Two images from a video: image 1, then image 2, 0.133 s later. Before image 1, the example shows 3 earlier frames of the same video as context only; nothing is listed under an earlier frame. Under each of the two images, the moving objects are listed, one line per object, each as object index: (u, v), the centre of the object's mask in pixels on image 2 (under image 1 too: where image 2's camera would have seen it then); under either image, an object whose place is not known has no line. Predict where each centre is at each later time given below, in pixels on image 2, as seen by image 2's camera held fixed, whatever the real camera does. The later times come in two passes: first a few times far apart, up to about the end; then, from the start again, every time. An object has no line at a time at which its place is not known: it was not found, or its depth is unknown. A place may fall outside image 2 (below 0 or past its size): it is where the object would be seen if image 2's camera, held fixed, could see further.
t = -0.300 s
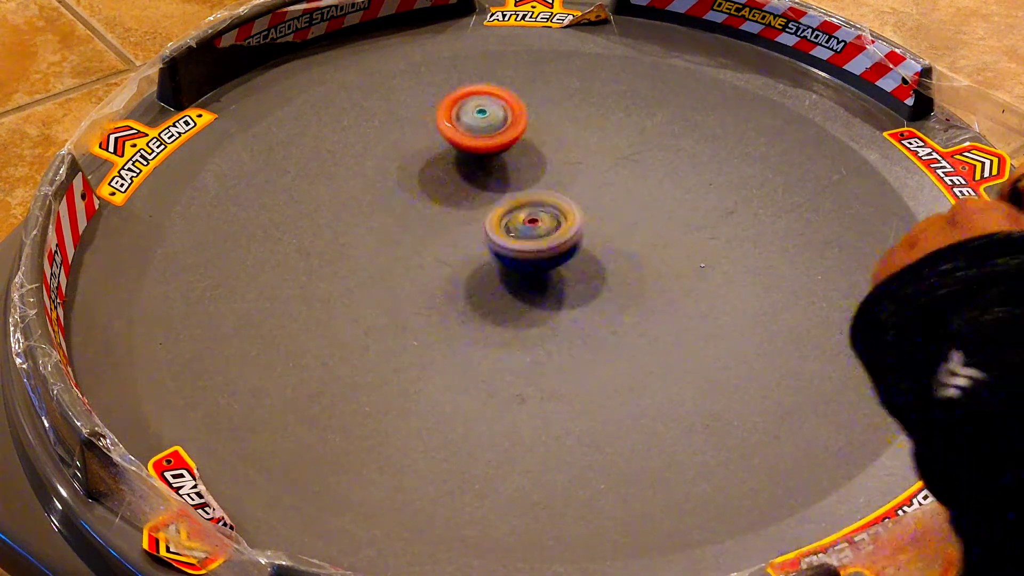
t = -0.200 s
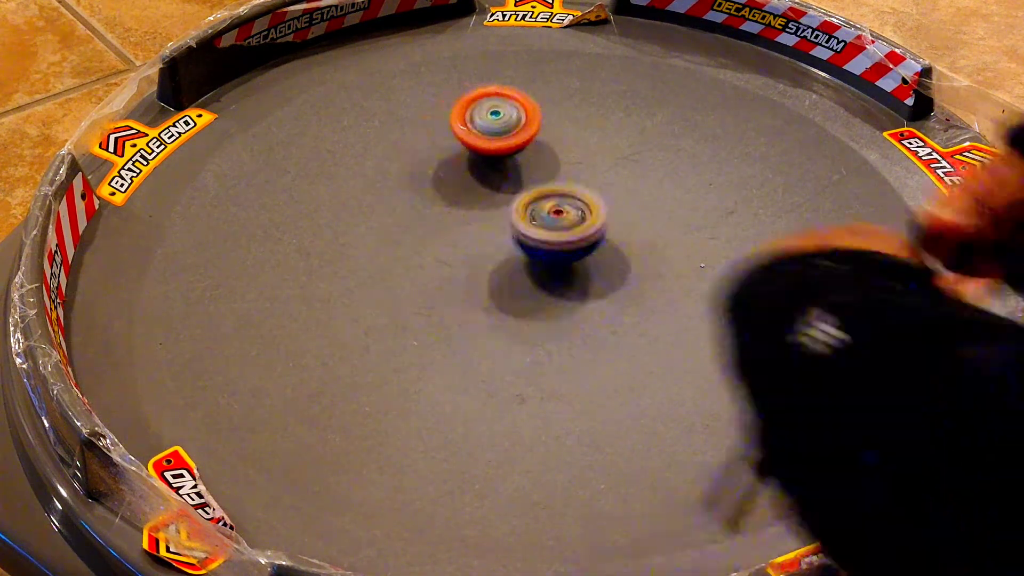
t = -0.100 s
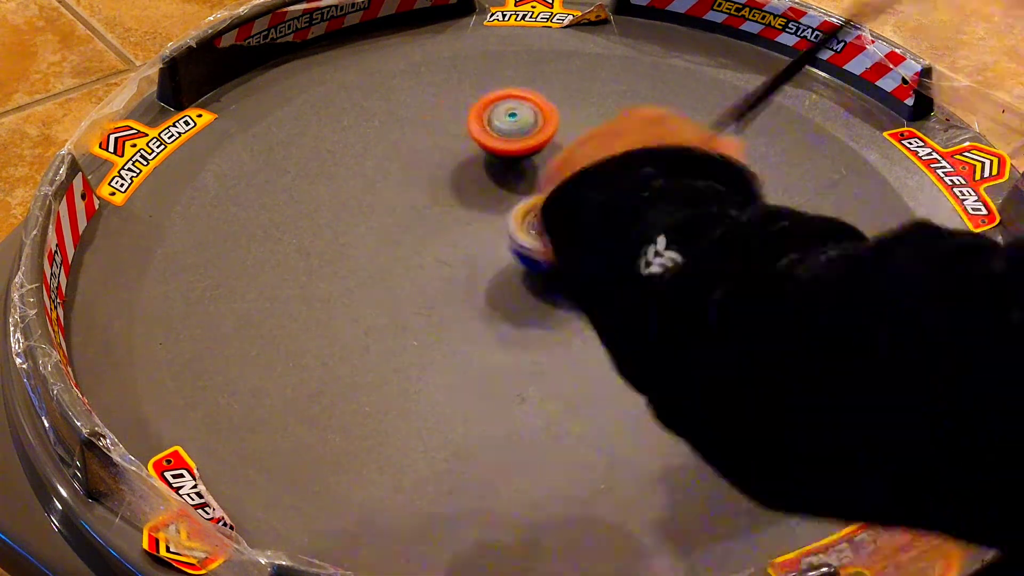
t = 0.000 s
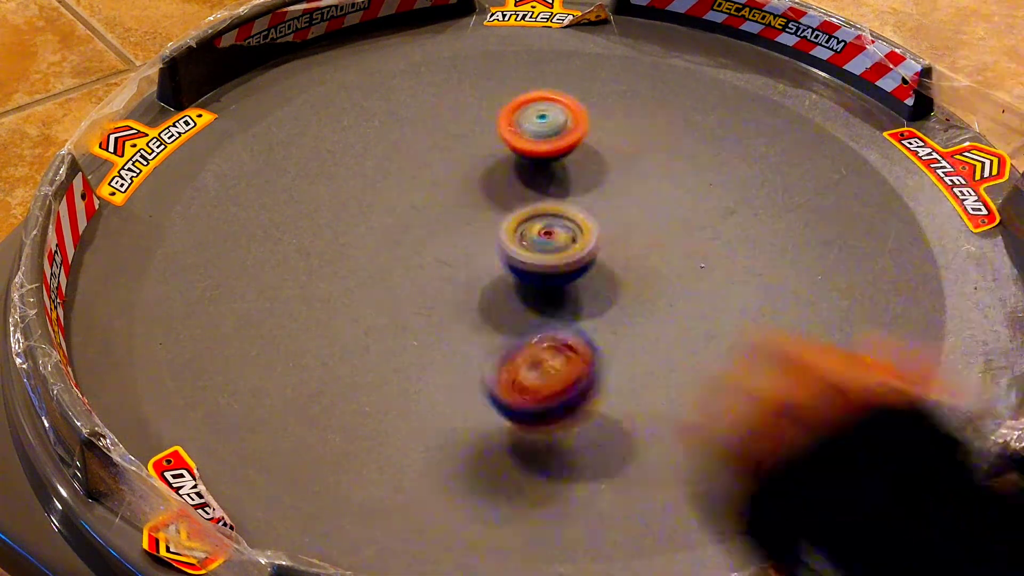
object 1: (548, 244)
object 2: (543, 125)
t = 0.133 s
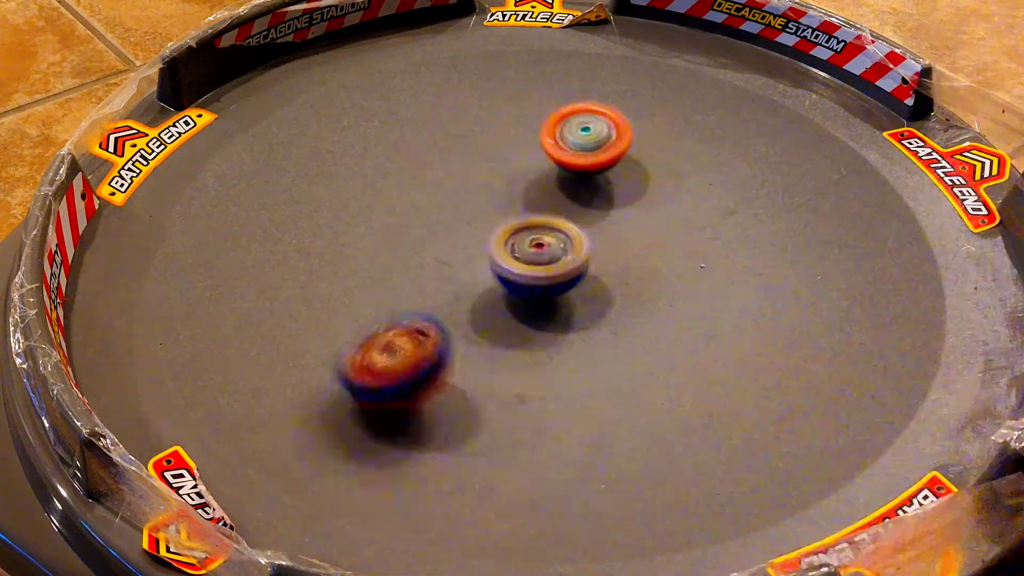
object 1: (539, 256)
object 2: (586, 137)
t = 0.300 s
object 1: (538, 263)
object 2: (609, 150)
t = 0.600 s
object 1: (547, 263)
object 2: (658, 161)
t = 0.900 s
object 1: (547, 260)
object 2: (696, 208)
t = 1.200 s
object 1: (546, 248)
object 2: (734, 252)
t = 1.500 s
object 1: (544, 247)
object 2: (729, 295)
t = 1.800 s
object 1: (543, 249)
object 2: (683, 320)
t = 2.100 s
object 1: (548, 256)
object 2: (622, 341)
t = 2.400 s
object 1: (552, 260)
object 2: (554, 350)
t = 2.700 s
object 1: (554, 260)
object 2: (511, 328)
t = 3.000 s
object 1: (556, 245)
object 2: (469, 304)
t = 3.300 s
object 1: (560, 227)
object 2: (467, 276)
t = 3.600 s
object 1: (582, 220)
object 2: (474, 272)
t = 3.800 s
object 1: (615, 198)
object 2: (448, 291)
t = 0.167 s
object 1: (538, 257)
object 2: (593, 141)
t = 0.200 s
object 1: (538, 260)
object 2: (598, 144)
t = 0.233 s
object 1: (538, 261)
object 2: (602, 147)
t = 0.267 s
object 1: (538, 262)
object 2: (604, 149)
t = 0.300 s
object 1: (538, 263)
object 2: (609, 150)
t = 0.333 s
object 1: (540, 263)
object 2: (615, 152)
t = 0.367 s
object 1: (540, 263)
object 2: (624, 154)
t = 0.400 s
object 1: (541, 263)
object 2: (632, 156)
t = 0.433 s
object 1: (543, 263)
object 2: (638, 158)
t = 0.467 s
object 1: (544, 263)
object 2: (642, 159)
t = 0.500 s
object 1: (544, 262)
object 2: (646, 160)
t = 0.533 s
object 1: (545, 262)
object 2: (649, 161)
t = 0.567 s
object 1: (547, 263)
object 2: (654, 161)
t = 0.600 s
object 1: (547, 263)
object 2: (658, 161)
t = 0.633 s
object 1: (547, 263)
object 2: (664, 162)
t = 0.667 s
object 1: (547, 263)
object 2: (669, 167)
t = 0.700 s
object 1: (548, 263)
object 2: (674, 174)
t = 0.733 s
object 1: (548, 263)
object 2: (679, 182)
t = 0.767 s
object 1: (547, 262)
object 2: (684, 189)
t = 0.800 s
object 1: (548, 262)
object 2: (688, 195)
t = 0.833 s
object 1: (548, 262)
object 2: (691, 200)
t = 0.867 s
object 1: (548, 262)
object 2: (693, 204)
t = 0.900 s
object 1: (547, 260)
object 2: (696, 208)
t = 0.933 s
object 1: (547, 260)
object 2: (699, 211)
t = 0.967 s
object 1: (548, 258)
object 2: (704, 213)
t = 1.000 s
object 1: (548, 257)
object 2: (710, 217)
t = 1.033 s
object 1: (547, 255)
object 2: (714, 223)
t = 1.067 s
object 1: (547, 253)
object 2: (717, 229)
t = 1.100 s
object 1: (548, 251)
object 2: (721, 235)
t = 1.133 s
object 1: (548, 250)
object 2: (726, 242)
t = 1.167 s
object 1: (548, 250)
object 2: (731, 247)
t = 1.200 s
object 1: (546, 248)
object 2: (734, 252)
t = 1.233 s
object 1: (546, 248)
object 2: (736, 258)
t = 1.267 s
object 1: (546, 248)
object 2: (738, 263)
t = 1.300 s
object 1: (546, 247)
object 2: (739, 267)
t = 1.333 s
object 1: (545, 248)
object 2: (740, 272)
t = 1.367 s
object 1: (545, 247)
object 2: (739, 277)
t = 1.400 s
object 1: (544, 247)
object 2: (738, 282)
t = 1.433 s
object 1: (544, 247)
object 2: (736, 286)
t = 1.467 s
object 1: (544, 247)
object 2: (733, 291)
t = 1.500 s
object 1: (544, 247)
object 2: (729, 295)
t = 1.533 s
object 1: (544, 248)
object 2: (726, 298)
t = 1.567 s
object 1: (544, 248)
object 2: (722, 301)
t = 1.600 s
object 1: (543, 248)
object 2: (717, 304)
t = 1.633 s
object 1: (543, 248)
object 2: (712, 307)
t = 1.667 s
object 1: (543, 248)
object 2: (707, 310)
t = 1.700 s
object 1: (543, 248)
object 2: (702, 313)
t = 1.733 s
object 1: (543, 248)
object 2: (695, 316)
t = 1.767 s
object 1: (543, 249)
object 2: (689, 318)
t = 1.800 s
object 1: (543, 249)
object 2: (683, 320)
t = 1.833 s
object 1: (543, 249)
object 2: (676, 322)
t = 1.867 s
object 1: (545, 250)
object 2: (669, 325)
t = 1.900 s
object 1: (546, 251)
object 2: (662, 327)
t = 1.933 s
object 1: (547, 252)
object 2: (655, 329)
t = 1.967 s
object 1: (547, 254)
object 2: (649, 331)
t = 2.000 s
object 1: (547, 254)
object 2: (642, 333)
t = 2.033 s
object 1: (547, 255)
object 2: (636, 336)
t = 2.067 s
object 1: (547, 255)
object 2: (629, 338)
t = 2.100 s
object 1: (548, 256)
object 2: (622, 341)
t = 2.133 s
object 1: (549, 256)
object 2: (614, 343)
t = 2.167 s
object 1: (550, 257)
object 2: (606, 346)
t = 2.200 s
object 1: (551, 257)
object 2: (598, 349)
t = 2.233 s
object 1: (552, 258)
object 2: (590, 351)
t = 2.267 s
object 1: (552, 259)
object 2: (582, 352)
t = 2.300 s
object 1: (552, 259)
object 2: (574, 352)
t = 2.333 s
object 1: (552, 260)
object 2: (567, 352)
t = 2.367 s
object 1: (552, 260)
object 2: (560, 351)
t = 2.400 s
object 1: (552, 260)
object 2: (554, 350)
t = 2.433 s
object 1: (552, 260)
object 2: (548, 348)
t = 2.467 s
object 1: (552, 260)
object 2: (542, 346)
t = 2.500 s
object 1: (553, 260)
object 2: (537, 344)
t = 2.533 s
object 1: (553, 261)
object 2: (532, 342)
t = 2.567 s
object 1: (554, 261)
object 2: (527, 339)
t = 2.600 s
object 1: (555, 261)
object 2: (523, 337)
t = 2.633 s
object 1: (555, 261)
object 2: (519, 334)
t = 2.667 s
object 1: (554, 261)
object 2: (515, 331)
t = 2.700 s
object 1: (554, 260)
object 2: (511, 328)
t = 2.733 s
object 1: (554, 259)
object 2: (507, 324)
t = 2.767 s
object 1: (555, 259)
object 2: (504, 321)
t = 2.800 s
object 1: (555, 259)
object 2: (500, 318)
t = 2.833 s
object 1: (557, 257)
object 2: (492, 317)
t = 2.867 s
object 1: (557, 255)
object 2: (486, 316)
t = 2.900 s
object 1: (558, 253)
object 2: (479, 313)
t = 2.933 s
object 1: (557, 251)
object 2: (475, 311)
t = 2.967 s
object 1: (557, 248)
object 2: (472, 308)
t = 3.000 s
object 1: (556, 245)
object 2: (469, 304)
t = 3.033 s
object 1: (554, 244)
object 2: (467, 301)
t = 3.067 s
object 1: (553, 242)
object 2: (466, 297)
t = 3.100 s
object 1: (552, 240)
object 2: (466, 292)
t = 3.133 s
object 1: (551, 239)
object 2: (467, 289)
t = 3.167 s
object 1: (551, 237)
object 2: (469, 284)
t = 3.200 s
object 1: (550, 235)
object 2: (471, 280)
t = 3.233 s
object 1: (551, 234)
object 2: (473, 276)
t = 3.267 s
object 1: (555, 231)
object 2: (468, 276)
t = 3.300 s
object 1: (560, 227)
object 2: (467, 276)
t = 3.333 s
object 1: (563, 225)
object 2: (466, 274)
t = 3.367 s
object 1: (565, 223)
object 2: (467, 274)
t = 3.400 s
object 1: (566, 223)
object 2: (469, 272)
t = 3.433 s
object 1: (566, 223)
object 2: (472, 271)
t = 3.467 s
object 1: (566, 223)
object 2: (476, 269)
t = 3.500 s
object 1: (565, 223)
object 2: (481, 268)
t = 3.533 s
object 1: (565, 223)
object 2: (486, 267)
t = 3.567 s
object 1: (567, 220)
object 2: (487, 267)
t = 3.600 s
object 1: (582, 220)
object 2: (474, 272)
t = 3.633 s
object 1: (595, 217)
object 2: (464, 278)
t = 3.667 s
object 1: (605, 213)
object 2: (457, 283)
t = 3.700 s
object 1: (613, 209)
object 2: (453, 285)
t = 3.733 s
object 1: (617, 205)
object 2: (449, 288)
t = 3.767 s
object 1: (617, 202)
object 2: (448, 290)
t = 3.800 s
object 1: (615, 198)
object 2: (448, 291)
